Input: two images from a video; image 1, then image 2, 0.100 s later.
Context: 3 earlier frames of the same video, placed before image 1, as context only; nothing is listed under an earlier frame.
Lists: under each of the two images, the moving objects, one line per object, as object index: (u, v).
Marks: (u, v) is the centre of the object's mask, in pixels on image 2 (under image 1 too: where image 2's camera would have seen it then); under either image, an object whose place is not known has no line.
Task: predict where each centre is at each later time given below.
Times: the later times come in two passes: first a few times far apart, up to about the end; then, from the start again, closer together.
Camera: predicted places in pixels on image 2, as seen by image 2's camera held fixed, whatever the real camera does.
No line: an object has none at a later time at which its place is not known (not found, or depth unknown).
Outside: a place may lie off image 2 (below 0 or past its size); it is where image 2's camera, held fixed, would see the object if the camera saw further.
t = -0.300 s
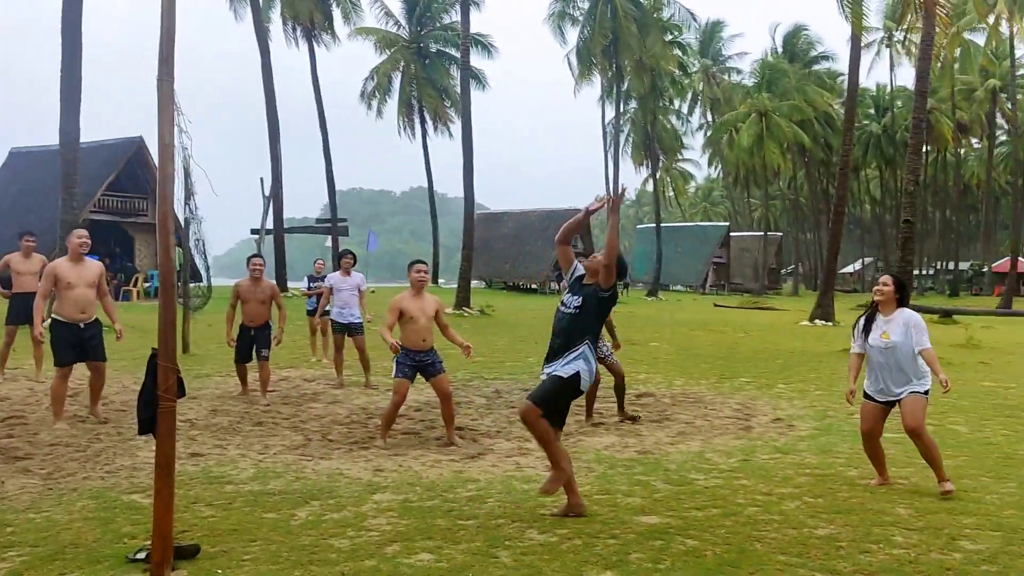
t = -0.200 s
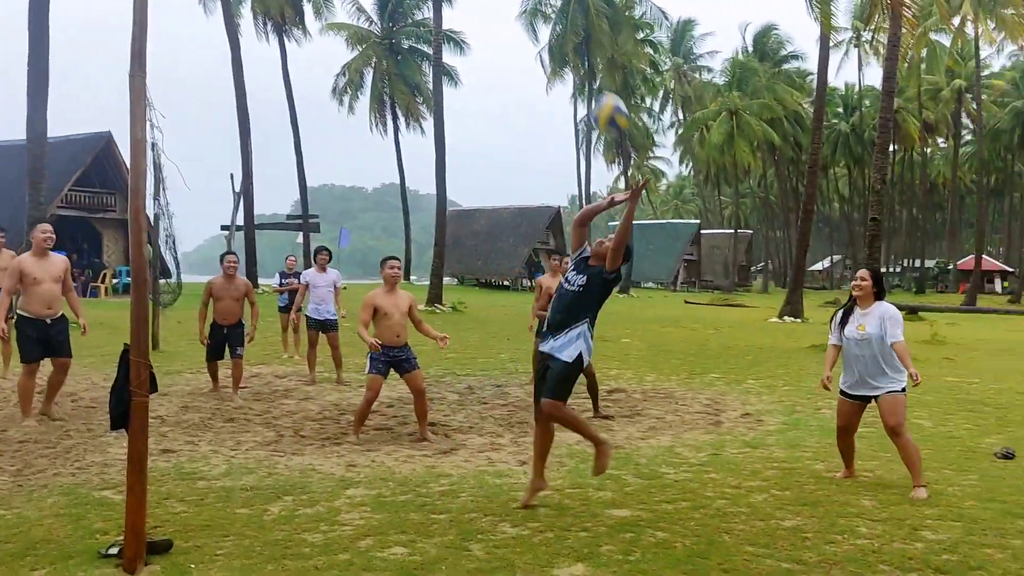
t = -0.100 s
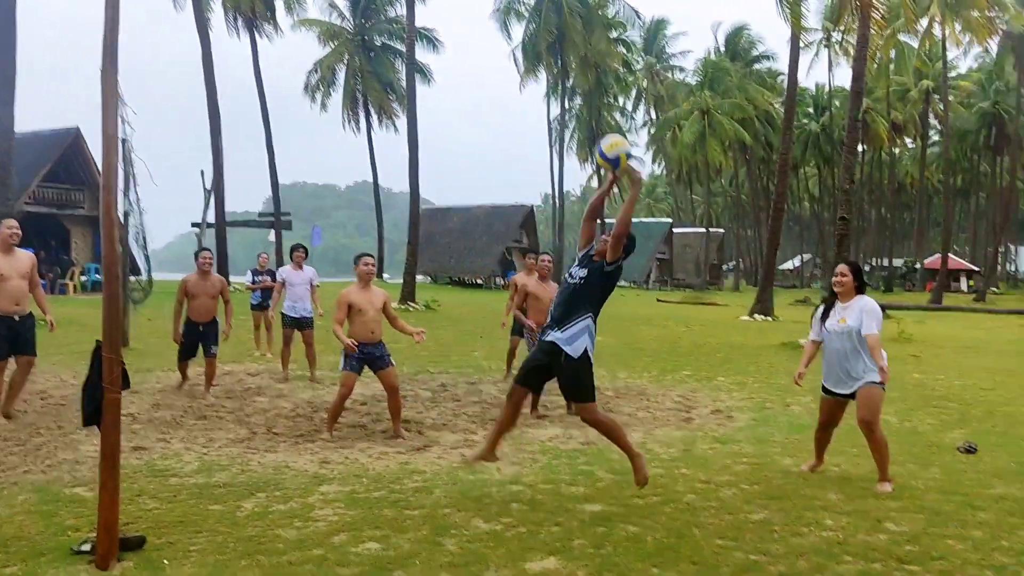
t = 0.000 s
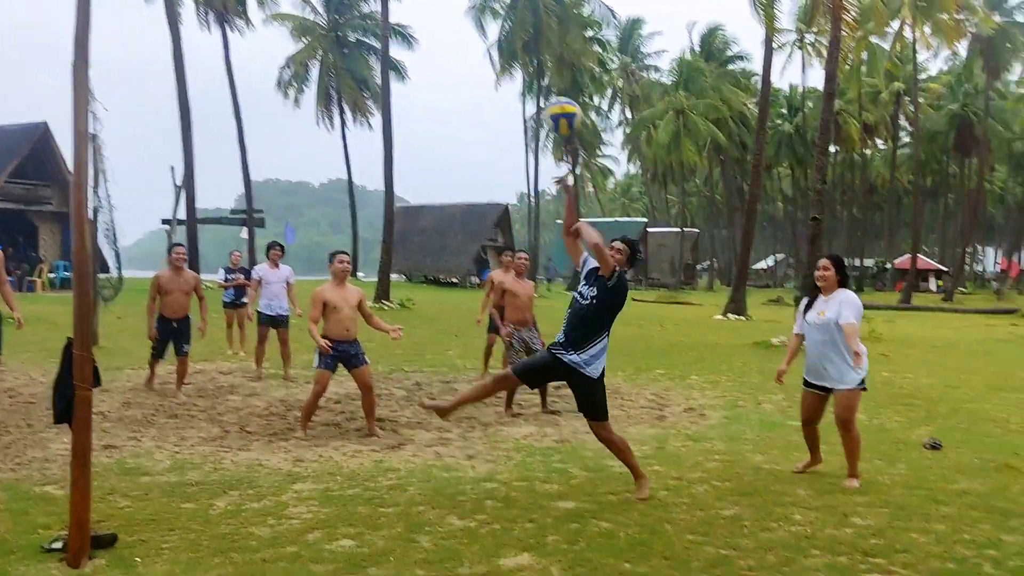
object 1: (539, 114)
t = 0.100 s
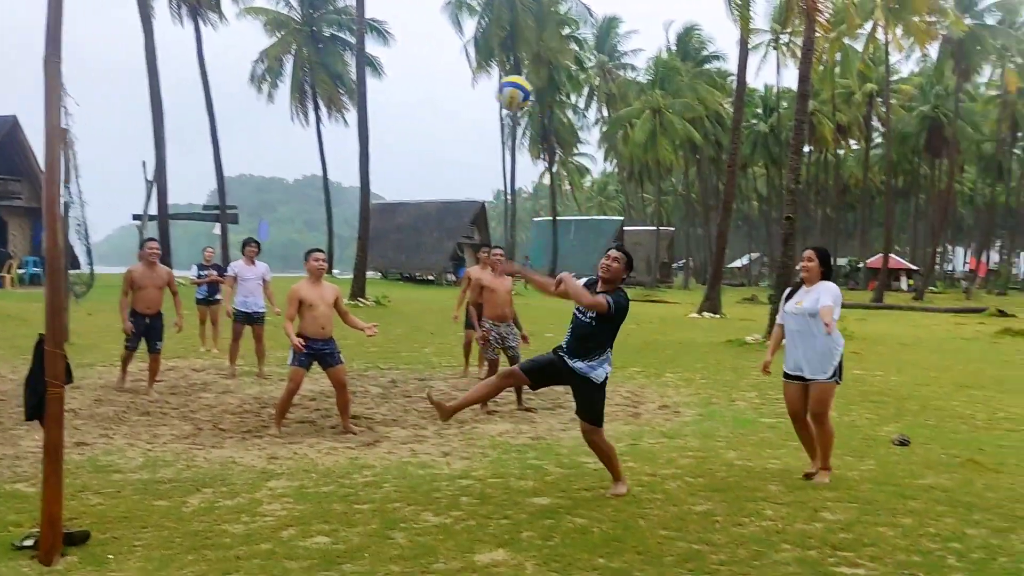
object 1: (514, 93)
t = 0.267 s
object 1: (473, 98)
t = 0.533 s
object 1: (415, 199)
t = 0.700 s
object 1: (379, 315)
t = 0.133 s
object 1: (506, 90)
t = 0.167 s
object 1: (498, 90)
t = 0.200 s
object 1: (490, 89)
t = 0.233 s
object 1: (481, 93)
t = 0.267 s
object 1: (473, 98)
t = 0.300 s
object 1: (465, 104)
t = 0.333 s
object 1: (457, 112)
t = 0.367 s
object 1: (450, 122)
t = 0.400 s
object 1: (442, 134)
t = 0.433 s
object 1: (435, 147)
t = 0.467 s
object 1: (428, 162)
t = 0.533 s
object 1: (415, 199)
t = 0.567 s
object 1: (408, 219)
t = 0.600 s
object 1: (403, 240)
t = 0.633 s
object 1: (396, 265)
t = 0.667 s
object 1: (389, 289)
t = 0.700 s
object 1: (379, 315)
